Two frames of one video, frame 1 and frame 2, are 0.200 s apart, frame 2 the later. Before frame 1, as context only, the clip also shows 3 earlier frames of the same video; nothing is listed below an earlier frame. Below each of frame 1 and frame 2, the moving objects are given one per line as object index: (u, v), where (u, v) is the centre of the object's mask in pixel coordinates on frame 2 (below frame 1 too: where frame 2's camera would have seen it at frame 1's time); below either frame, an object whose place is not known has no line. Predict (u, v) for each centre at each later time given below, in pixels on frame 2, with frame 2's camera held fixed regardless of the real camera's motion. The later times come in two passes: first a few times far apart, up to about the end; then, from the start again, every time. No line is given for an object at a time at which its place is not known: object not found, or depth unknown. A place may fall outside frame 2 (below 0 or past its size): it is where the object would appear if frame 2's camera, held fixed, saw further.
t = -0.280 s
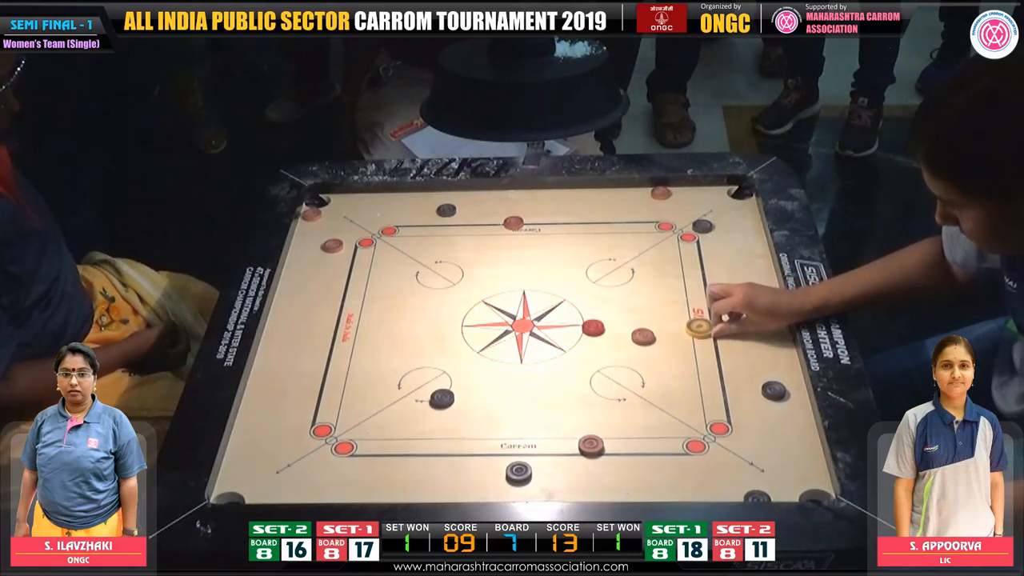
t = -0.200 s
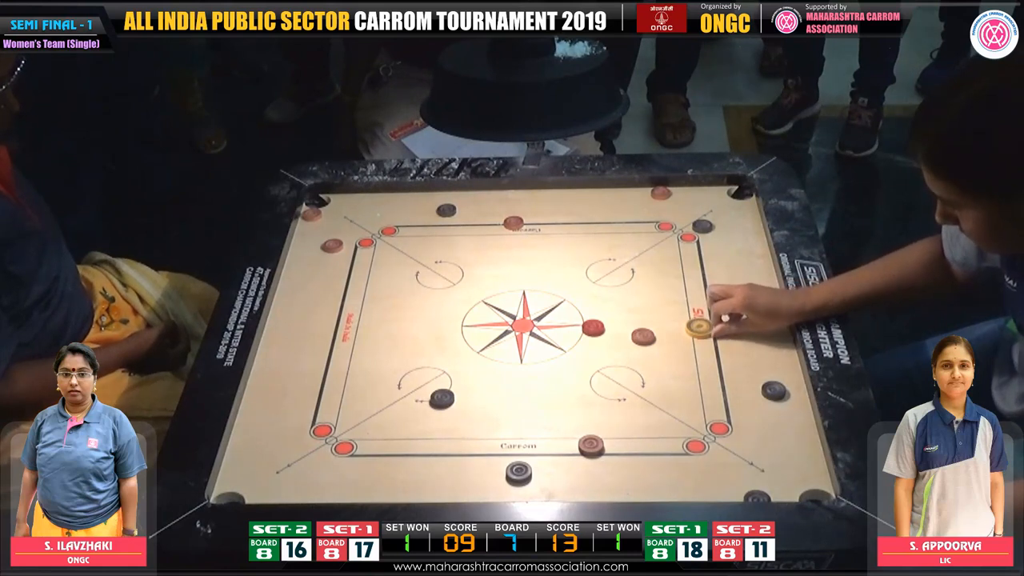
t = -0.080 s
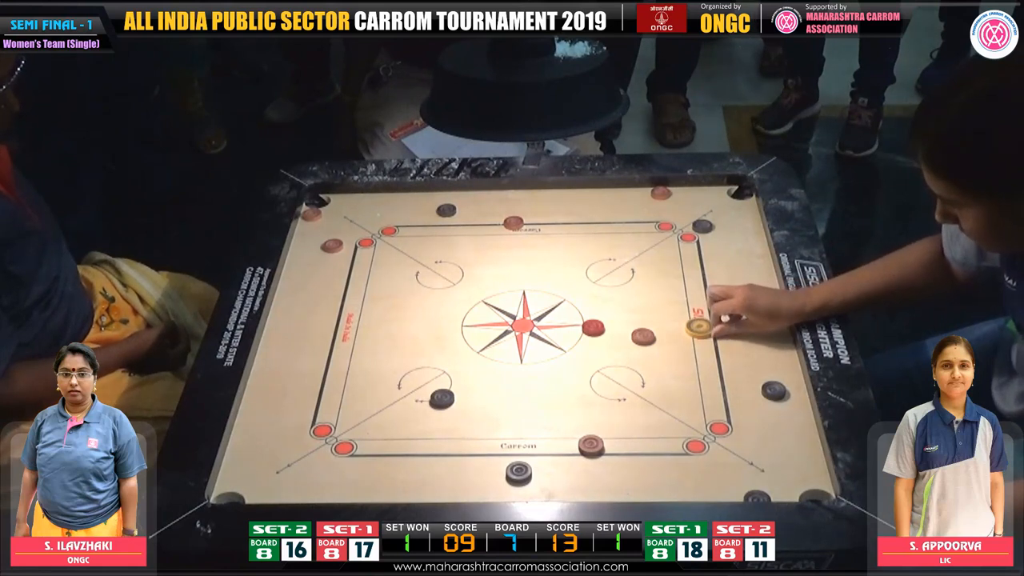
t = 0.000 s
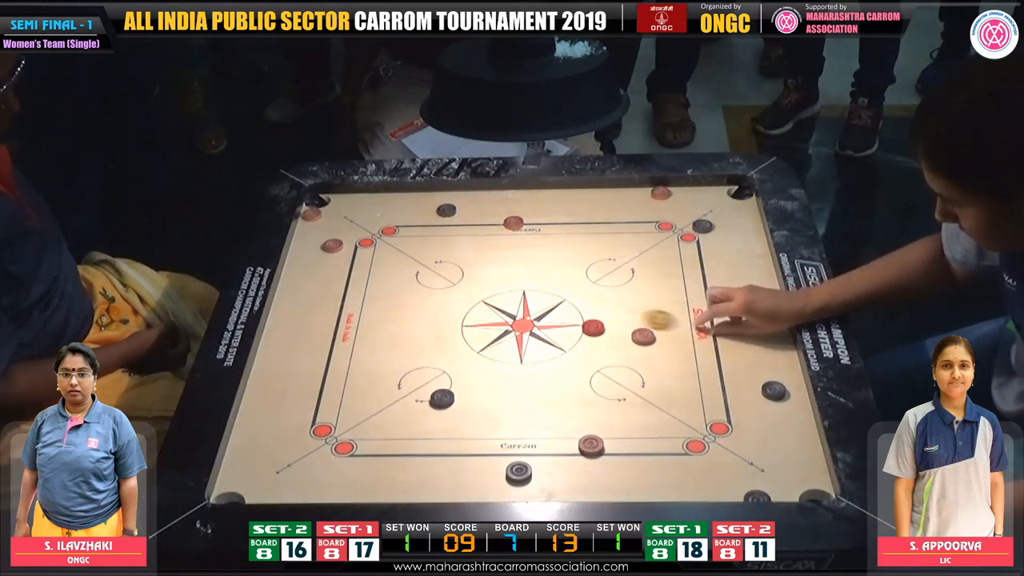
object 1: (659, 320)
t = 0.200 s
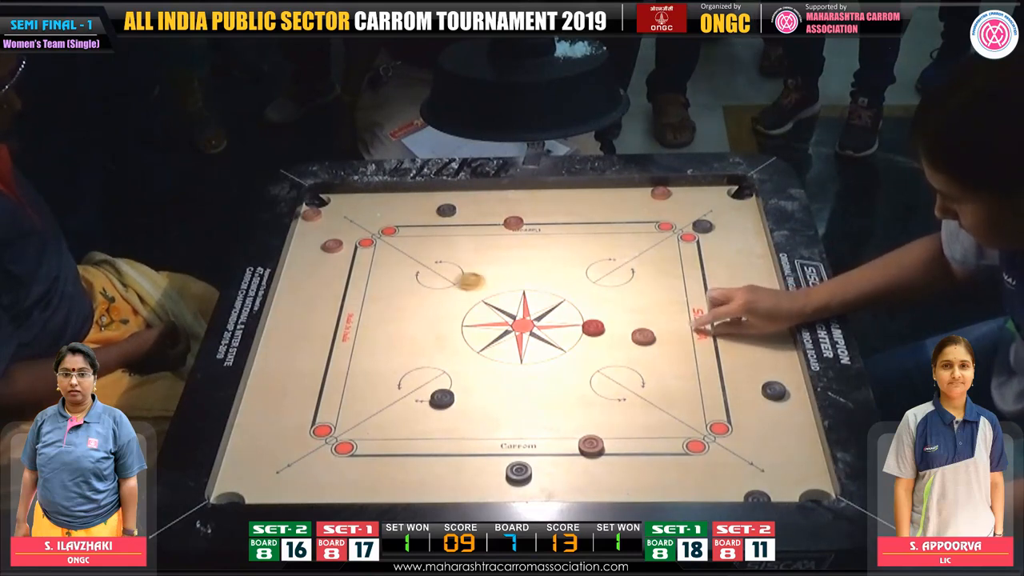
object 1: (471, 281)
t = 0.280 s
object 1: (406, 268)
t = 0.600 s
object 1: (333, 254)
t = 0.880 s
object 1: (375, 253)
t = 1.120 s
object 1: (378, 253)
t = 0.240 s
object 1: (437, 274)
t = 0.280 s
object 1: (406, 268)
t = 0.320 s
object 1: (378, 262)
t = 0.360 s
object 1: (350, 256)
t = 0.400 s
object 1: (330, 255)
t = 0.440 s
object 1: (314, 254)
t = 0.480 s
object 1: (301, 253)
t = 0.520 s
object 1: (311, 254)
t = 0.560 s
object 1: (322, 254)
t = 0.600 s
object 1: (333, 254)
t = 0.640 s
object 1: (342, 254)
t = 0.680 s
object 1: (350, 254)
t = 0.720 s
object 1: (357, 254)
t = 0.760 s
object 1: (363, 254)
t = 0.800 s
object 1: (368, 254)
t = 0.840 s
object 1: (372, 254)
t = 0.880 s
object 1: (375, 253)
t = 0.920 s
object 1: (377, 253)
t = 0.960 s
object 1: (378, 253)
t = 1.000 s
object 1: (378, 253)
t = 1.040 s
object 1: (378, 253)
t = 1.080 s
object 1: (378, 253)
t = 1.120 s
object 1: (378, 253)
